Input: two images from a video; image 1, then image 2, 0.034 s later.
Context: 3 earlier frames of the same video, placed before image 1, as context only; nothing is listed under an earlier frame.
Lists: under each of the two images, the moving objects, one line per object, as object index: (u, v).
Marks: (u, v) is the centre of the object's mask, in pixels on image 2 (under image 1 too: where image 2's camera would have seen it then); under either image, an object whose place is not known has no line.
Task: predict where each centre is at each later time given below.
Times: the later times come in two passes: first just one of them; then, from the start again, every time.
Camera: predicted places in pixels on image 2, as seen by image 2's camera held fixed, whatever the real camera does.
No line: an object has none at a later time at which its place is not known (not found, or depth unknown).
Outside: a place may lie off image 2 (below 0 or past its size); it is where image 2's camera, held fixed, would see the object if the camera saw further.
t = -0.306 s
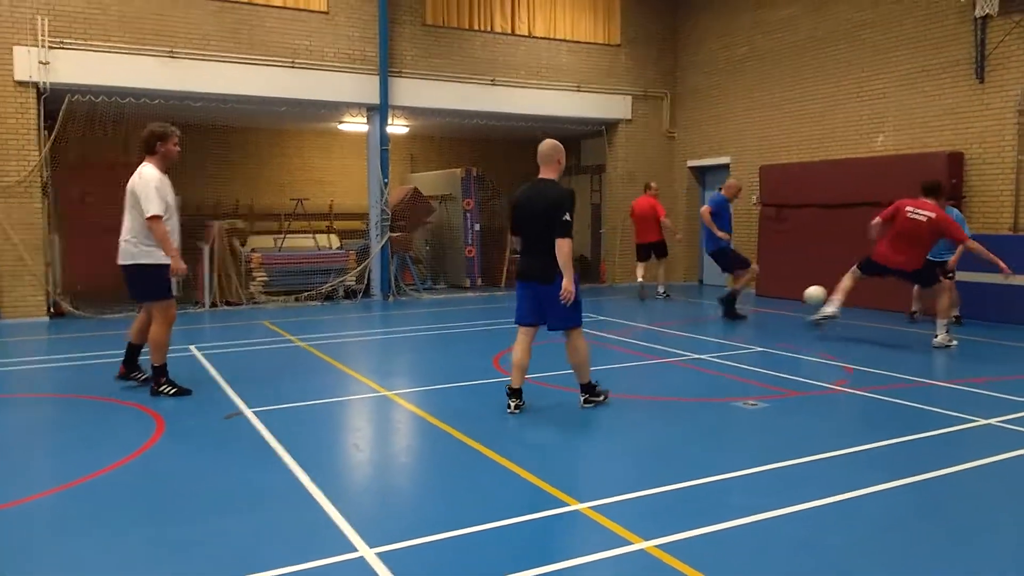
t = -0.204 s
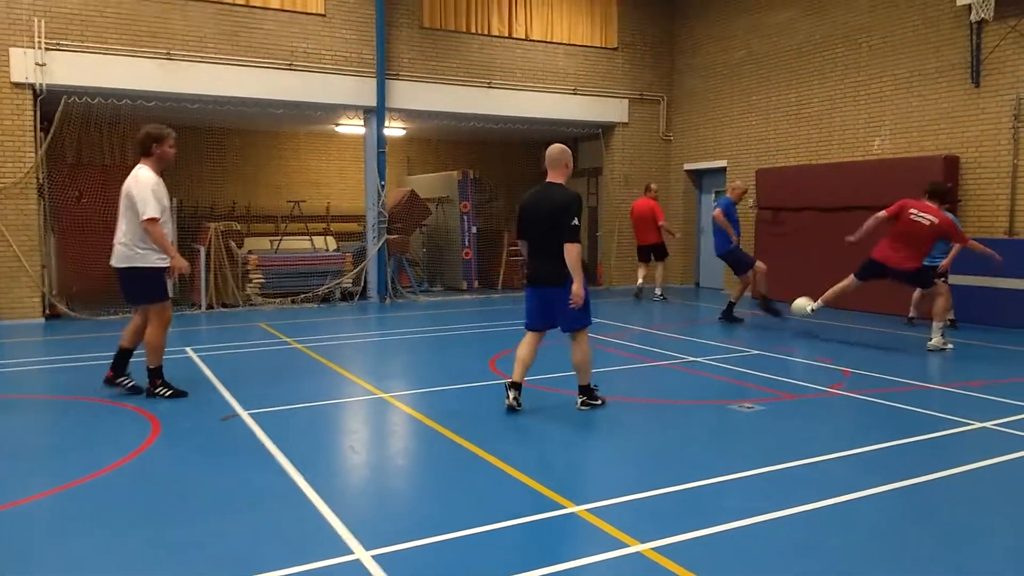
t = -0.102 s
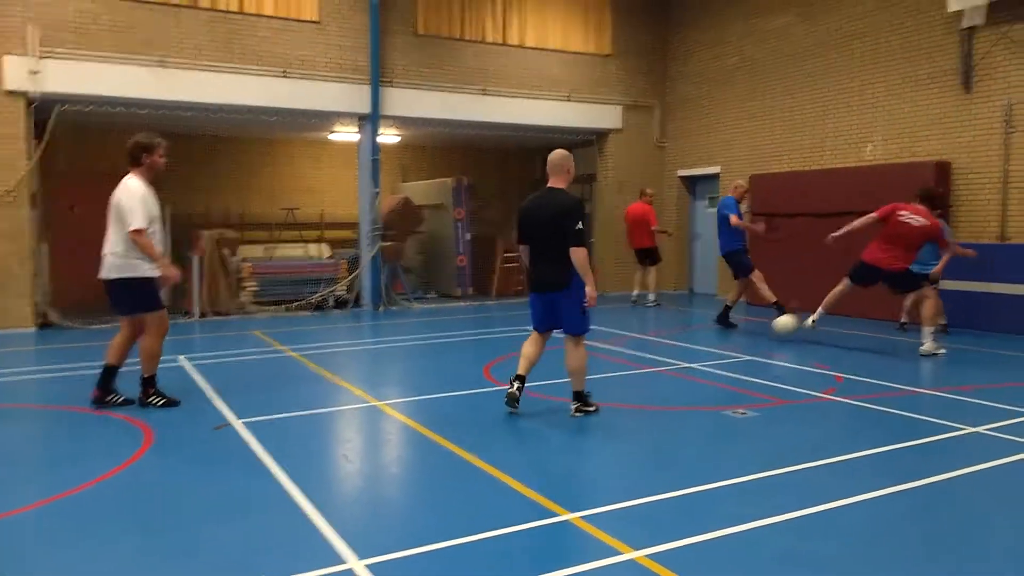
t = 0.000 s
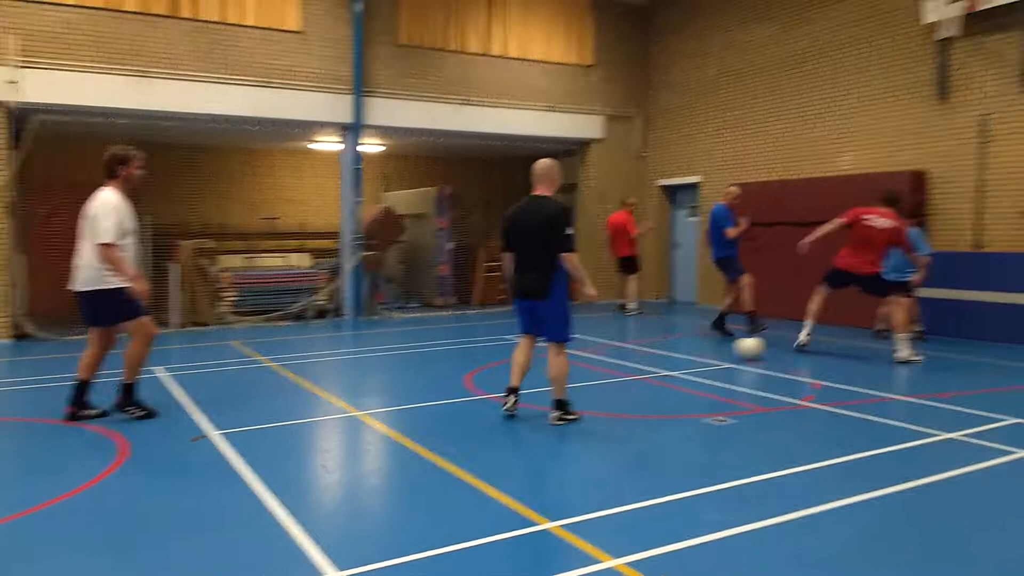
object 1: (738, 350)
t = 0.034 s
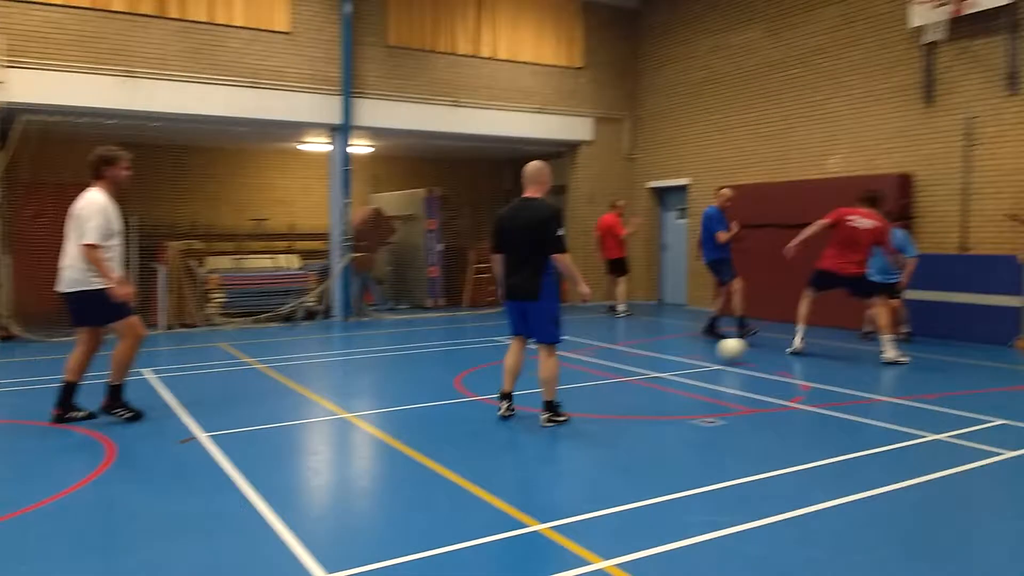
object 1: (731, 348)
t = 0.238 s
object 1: (686, 366)
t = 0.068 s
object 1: (724, 348)
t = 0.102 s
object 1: (718, 348)
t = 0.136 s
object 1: (710, 351)
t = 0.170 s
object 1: (703, 355)
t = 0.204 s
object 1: (695, 361)
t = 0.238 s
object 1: (686, 366)
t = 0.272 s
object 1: (677, 365)
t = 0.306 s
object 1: (669, 366)
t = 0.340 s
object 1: (661, 366)
